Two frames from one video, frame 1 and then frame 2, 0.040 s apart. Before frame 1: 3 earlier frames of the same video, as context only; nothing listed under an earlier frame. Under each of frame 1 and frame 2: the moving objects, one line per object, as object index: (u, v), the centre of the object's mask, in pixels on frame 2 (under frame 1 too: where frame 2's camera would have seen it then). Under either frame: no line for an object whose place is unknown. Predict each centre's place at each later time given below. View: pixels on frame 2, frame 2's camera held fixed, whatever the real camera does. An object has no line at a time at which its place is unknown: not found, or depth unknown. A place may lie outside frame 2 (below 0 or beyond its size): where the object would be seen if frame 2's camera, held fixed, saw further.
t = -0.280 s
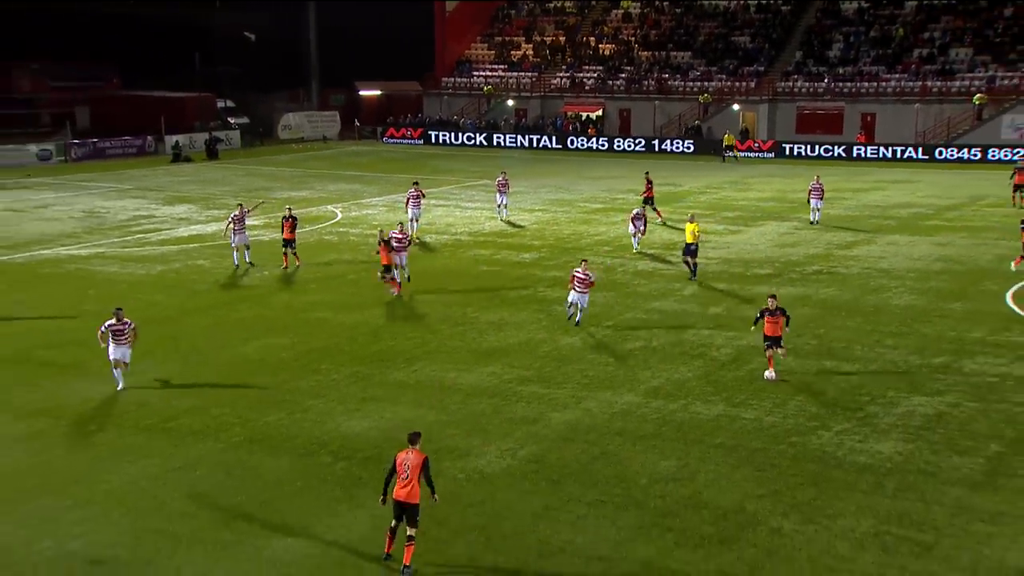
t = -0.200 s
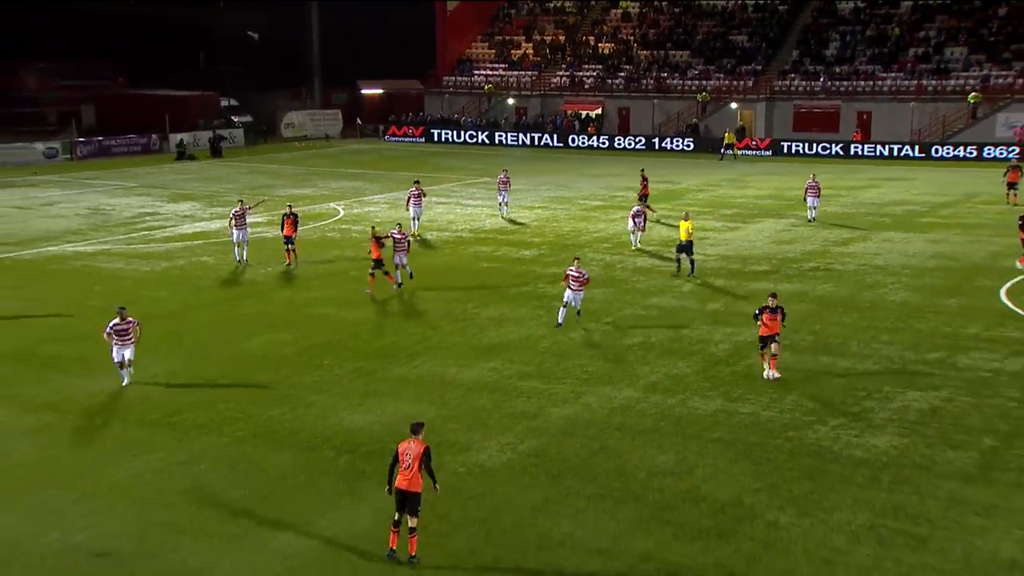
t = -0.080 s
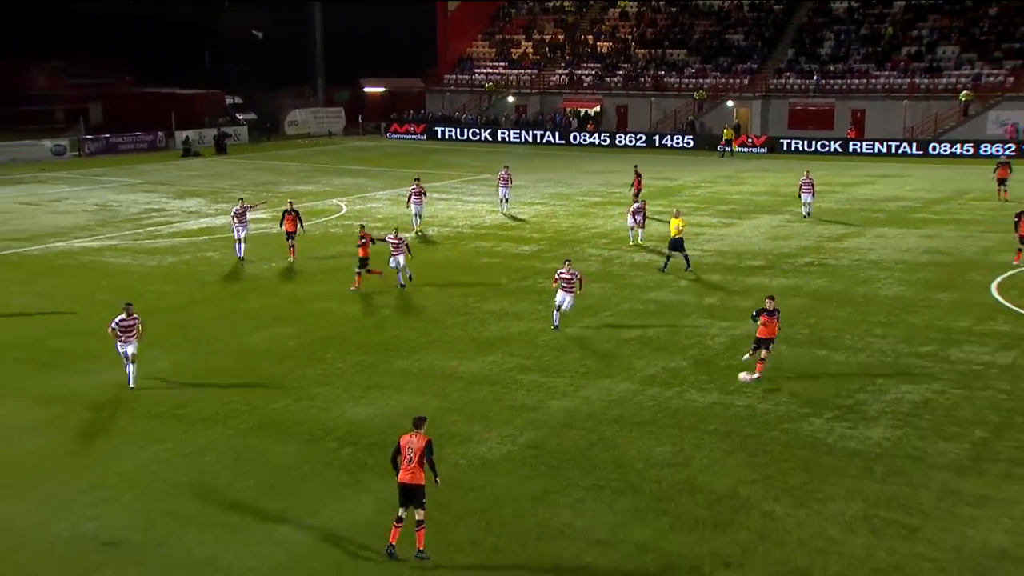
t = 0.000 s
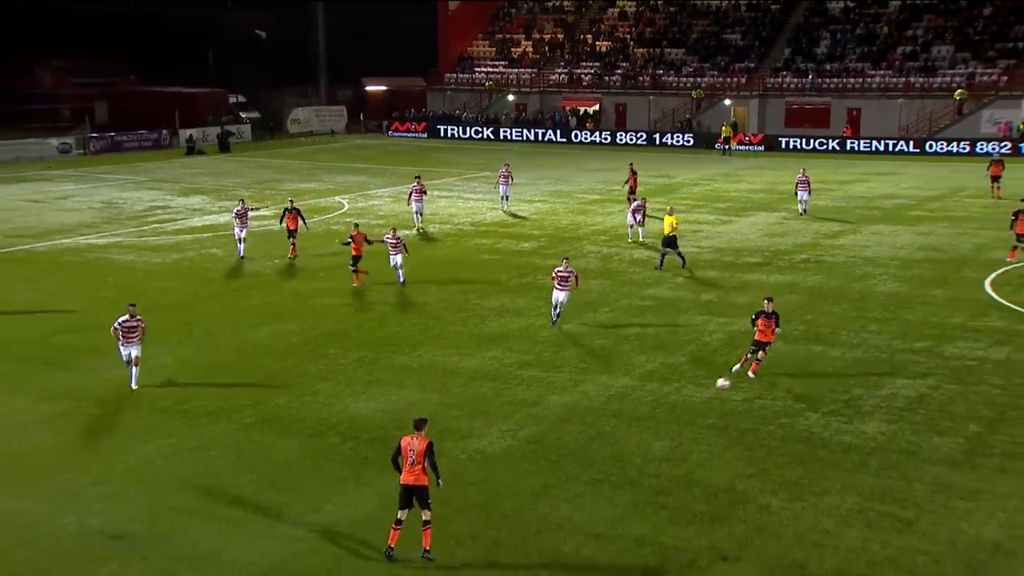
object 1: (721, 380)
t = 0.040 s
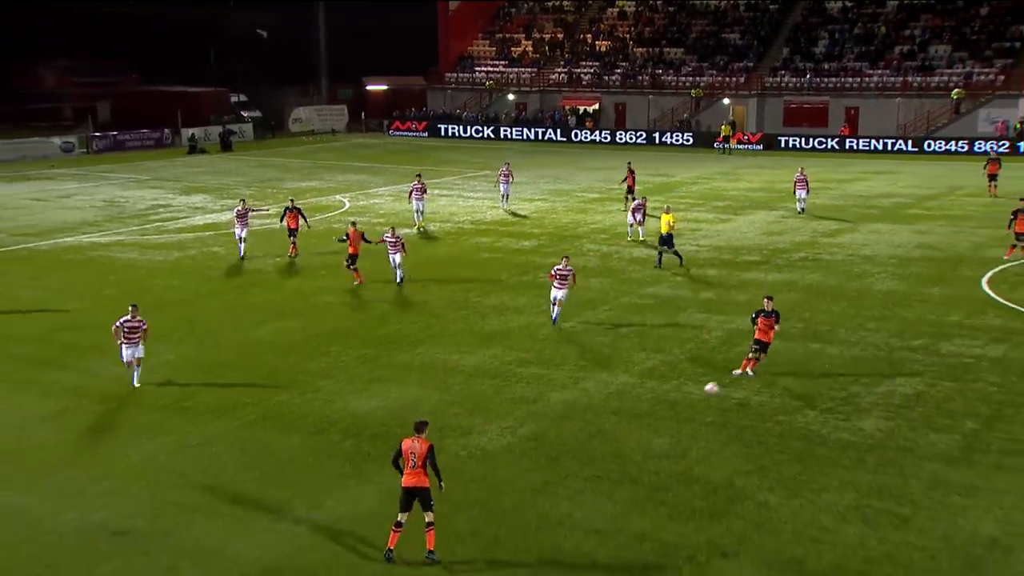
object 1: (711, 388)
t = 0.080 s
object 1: (701, 395)
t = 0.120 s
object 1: (690, 405)
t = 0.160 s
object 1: (679, 415)
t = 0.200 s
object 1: (667, 426)
